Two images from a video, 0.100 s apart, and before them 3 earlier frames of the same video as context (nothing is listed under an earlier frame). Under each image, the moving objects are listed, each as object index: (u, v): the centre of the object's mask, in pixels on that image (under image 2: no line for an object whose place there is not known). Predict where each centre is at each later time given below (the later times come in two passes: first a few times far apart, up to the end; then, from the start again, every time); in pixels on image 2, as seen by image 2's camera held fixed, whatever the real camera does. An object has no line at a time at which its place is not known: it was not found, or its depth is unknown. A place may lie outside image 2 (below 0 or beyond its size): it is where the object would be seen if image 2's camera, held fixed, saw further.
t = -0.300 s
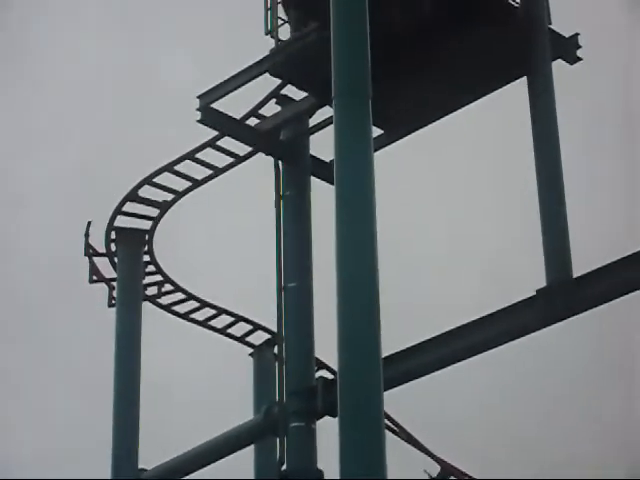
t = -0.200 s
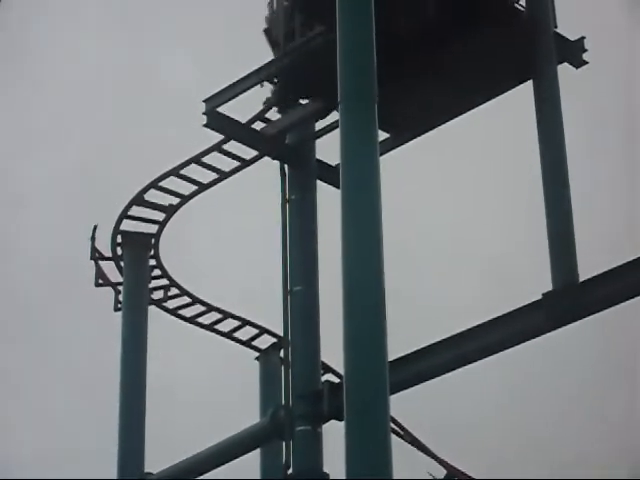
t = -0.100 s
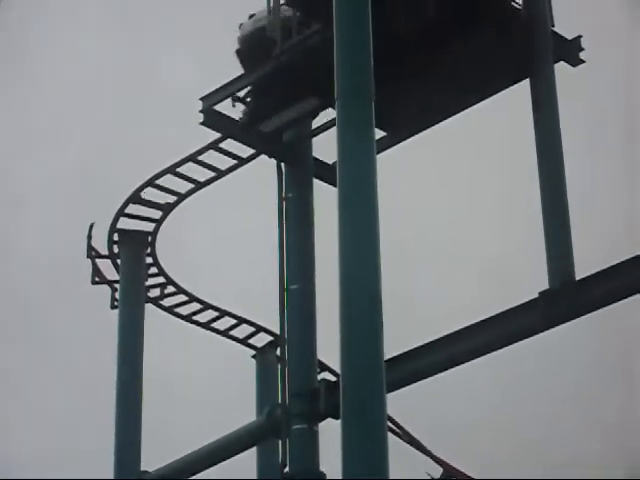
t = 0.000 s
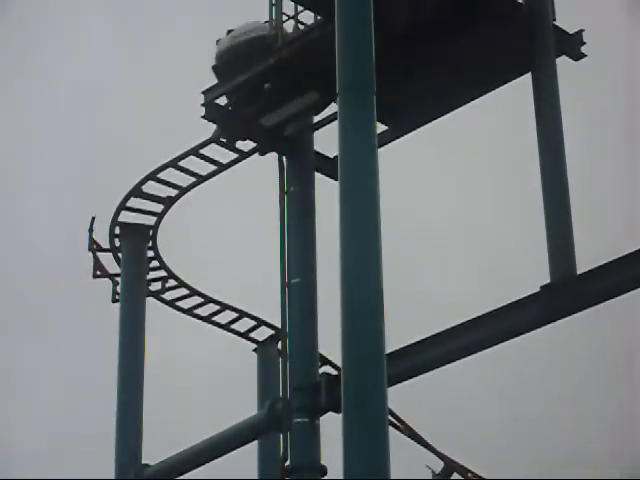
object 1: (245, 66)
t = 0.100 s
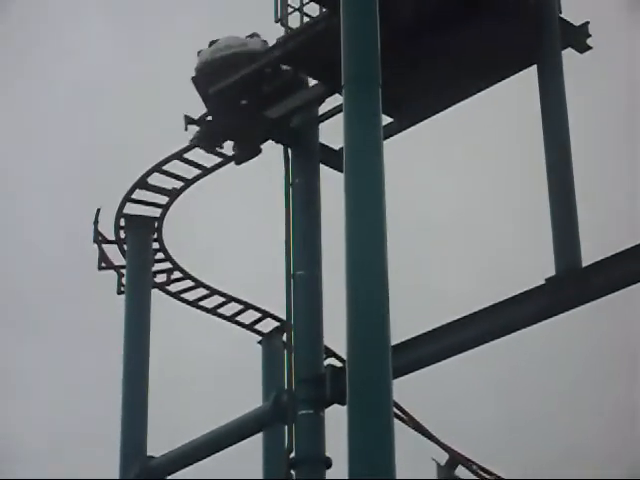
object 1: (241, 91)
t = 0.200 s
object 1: (217, 112)
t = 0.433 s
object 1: (168, 142)
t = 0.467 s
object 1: (161, 146)
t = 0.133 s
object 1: (229, 99)
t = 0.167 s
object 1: (224, 105)
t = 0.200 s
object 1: (217, 112)
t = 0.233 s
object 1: (213, 113)
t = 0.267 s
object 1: (203, 119)
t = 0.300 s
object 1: (194, 125)
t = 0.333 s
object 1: (187, 131)
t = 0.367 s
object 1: (182, 128)
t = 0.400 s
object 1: (173, 137)
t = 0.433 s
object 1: (168, 142)
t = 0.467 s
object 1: (161, 146)
